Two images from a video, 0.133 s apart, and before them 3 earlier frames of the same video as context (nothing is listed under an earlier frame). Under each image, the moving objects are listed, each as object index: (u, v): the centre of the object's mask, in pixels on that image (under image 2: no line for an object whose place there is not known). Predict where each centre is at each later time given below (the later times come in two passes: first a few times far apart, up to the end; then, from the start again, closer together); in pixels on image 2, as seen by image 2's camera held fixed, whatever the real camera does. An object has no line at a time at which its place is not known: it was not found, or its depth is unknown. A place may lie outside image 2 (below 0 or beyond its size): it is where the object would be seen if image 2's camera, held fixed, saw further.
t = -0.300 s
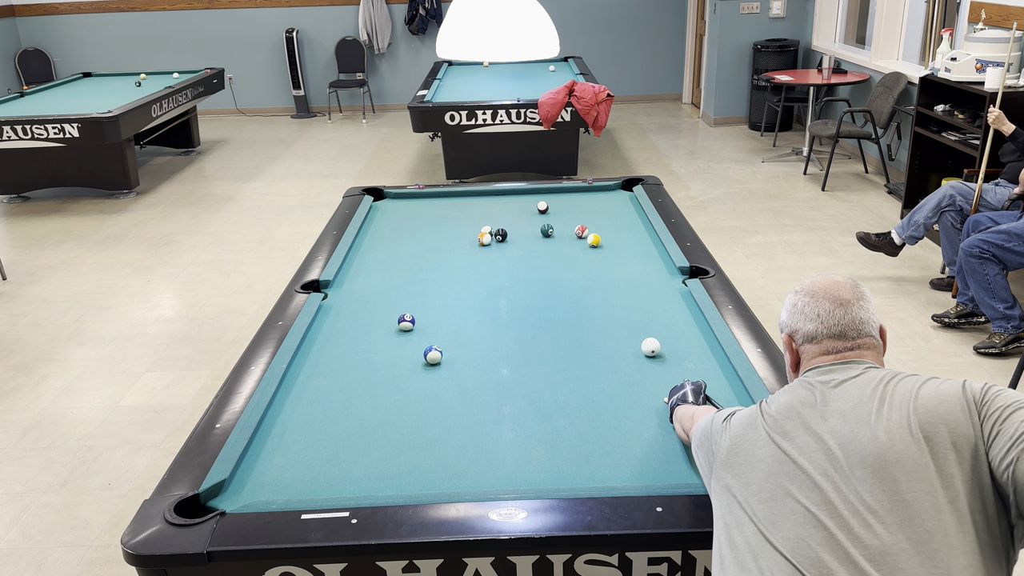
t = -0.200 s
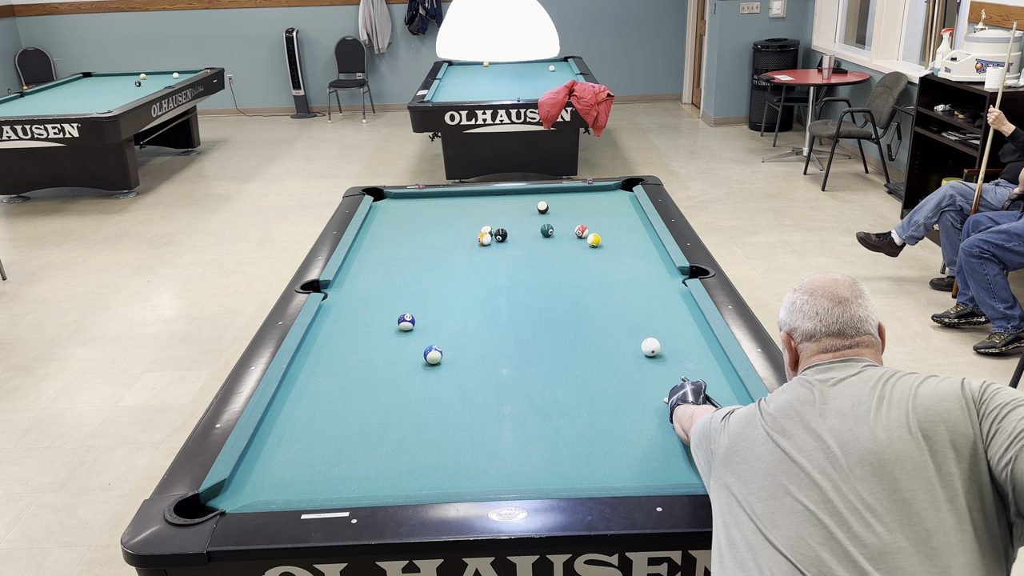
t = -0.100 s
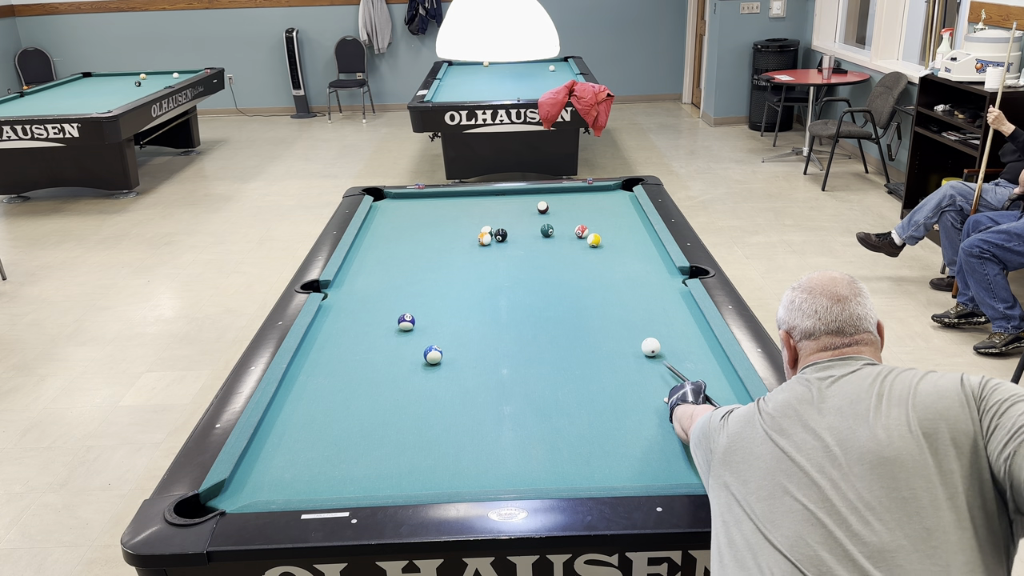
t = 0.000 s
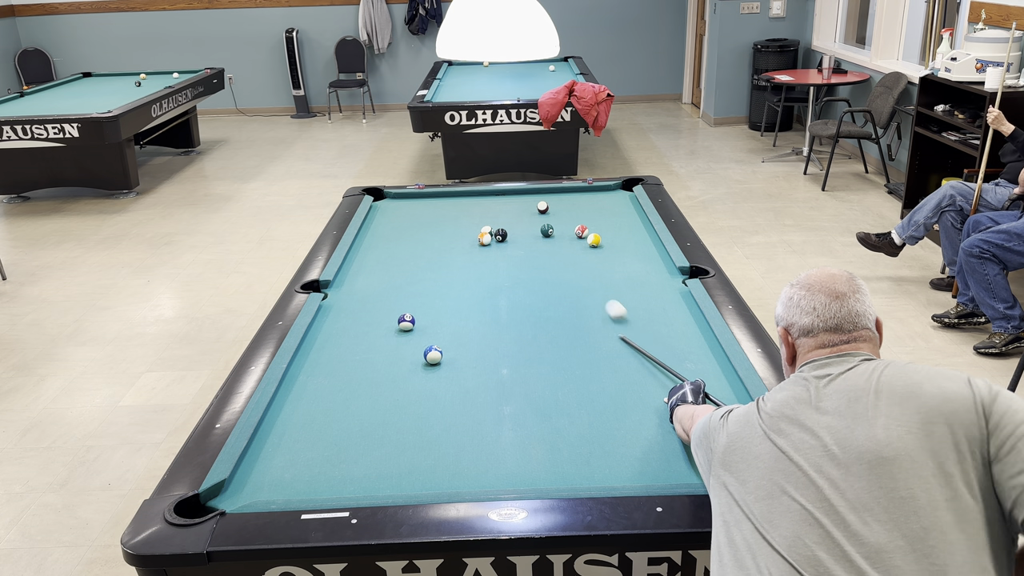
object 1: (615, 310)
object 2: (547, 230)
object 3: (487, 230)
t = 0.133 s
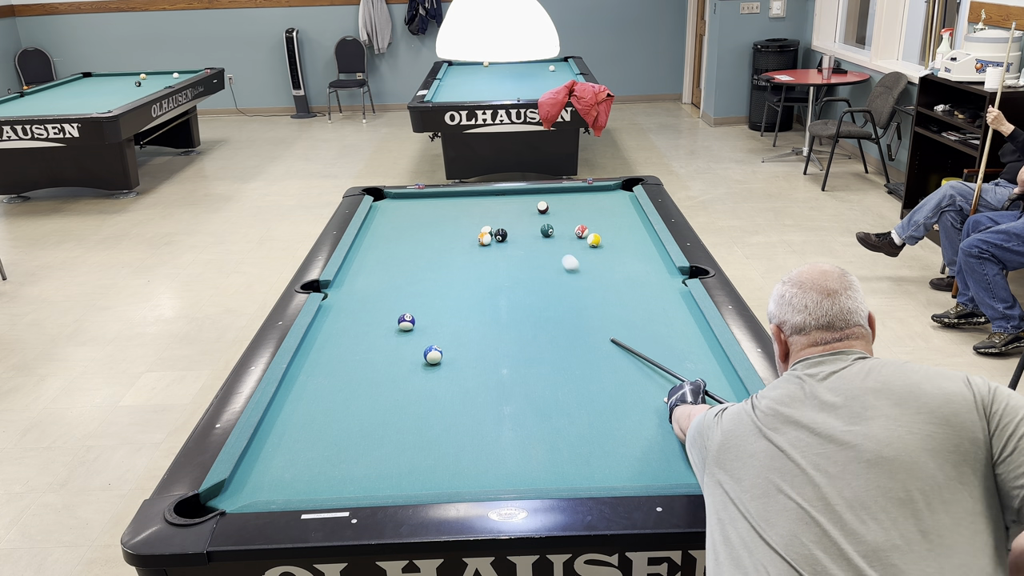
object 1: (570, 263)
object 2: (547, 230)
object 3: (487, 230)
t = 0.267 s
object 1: (536, 233)
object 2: (550, 227)
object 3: (487, 230)
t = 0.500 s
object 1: (482, 224)
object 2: (579, 199)
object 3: (470, 236)
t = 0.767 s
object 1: (448, 213)
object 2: (601, 194)
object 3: (440, 242)
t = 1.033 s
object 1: (418, 202)
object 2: (620, 206)
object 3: (409, 248)
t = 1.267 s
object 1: (394, 195)
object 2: (637, 218)
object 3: (382, 253)
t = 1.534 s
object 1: (392, 197)
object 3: (352, 260)
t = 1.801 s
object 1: (412, 195)
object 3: (362, 262)
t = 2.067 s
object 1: (426, 195)
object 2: (640, 257)
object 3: (374, 264)
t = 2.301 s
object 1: (438, 196)
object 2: (639, 270)
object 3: (384, 266)
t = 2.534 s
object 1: (449, 196)
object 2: (638, 282)
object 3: (393, 267)
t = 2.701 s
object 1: (457, 197)
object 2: (637, 292)
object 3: (398, 268)
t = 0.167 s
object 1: (561, 254)
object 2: (547, 230)
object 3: (487, 230)
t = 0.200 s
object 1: (553, 246)
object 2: (547, 230)
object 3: (487, 230)
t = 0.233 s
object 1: (546, 238)
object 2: (547, 228)
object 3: (487, 230)
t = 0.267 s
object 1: (536, 233)
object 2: (550, 227)
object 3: (487, 230)
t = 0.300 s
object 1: (524, 232)
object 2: (555, 223)
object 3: (487, 230)
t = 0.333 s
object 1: (513, 231)
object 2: (560, 218)
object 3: (487, 230)
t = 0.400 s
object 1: (494, 227)
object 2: (568, 210)
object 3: (482, 230)
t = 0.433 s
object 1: (491, 227)
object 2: (572, 206)
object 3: (477, 232)
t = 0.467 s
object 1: (487, 225)
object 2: (576, 203)
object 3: (473, 235)
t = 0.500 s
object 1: (482, 224)
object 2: (579, 199)
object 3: (470, 236)
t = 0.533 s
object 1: (477, 222)
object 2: (582, 196)
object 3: (467, 237)
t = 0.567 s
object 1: (473, 221)
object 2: (586, 193)
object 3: (463, 237)
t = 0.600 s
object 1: (469, 219)
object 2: (589, 190)
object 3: (459, 238)
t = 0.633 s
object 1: (465, 218)
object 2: (591, 188)
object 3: (455, 239)
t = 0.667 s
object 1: (460, 217)
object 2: (594, 189)
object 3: (451, 240)
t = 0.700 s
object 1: (456, 215)
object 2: (596, 191)
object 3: (448, 240)
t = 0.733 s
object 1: (452, 214)
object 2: (598, 193)
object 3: (444, 241)
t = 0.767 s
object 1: (448, 213)
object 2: (601, 194)
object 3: (440, 242)
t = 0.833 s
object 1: (440, 210)
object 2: (605, 198)
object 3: (432, 244)
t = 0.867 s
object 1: (437, 209)
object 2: (608, 199)
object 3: (428, 244)
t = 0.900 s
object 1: (433, 207)
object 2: (610, 200)
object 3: (424, 245)
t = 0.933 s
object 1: (429, 206)
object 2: (613, 202)
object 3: (420, 246)
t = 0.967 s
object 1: (425, 205)
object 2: (615, 203)
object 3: (417, 247)
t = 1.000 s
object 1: (422, 204)
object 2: (617, 205)
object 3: (413, 247)
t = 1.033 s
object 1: (418, 202)
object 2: (620, 206)
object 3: (409, 248)
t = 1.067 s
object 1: (415, 201)
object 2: (622, 208)
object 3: (405, 249)
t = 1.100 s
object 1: (411, 200)
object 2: (624, 210)
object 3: (401, 249)
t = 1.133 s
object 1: (408, 199)
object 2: (627, 211)
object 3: (397, 250)
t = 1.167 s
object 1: (404, 198)
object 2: (629, 213)
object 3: (394, 251)
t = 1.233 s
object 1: (398, 196)
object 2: (635, 216)
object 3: (386, 253)
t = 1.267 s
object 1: (394, 195)
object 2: (637, 218)
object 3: (382, 253)
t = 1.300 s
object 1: (389, 196)
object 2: (640, 219)
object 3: (379, 254)
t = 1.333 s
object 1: (384, 197)
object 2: (643, 221)
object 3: (375, 255)
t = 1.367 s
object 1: (379, 198)
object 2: (642, 220)
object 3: (372, 256)
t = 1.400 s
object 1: (380, 198)
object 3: (368, 256)
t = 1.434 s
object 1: (383, 197)
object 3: (364, 257)
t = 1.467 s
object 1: (386, 197)
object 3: (360, 258)
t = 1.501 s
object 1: (389, 197)
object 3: (356, 259)
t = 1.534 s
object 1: (392, 197)
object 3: (352, 260)
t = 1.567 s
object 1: (394, 197)
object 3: (349, 260)
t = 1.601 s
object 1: (397, 196)
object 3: (351, 261)
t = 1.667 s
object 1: (402, 196)
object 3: (355, 261)
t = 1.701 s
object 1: (405, 195)
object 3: (356, 262)
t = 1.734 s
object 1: (407, 195)
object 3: (358, 262)
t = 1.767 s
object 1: (410, 195)
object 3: (360, 262)
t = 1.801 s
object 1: (412, 195)
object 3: (362, 262)
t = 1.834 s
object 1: (414, 195)
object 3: (363, 262)
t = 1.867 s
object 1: (416, 195)
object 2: (639, 244)
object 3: (365, 262)
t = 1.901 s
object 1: (418, 195)
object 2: (641, 248)
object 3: (367, 263)
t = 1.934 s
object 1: (419, 195)
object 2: (641, 250)
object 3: (368, 263)
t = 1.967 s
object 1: (421, 195)
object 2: (641, 252)
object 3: (370, 263)
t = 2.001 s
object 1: (423, 195)
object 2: (640, 254)
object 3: (371, 264)
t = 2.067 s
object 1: (426, 195)
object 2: (640, 257)
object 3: (374, 264)
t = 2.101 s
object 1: (428, 196)
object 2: (640, 259)
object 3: (376, 265)
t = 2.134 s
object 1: (430, 196)
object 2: (640, 261)
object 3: (377, 265)
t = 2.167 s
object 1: (432, 196)
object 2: (640, 262)
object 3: (379, 265)
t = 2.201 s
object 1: (433, 196)
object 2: (639, 264)
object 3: (380, 265)
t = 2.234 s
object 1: (435, 196)
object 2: (639, 266)
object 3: (382, 265)
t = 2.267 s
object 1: (437, 196)
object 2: (639, 268)
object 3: (383, 266)
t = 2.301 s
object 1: (438, 196)
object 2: (639, 270)
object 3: (384, 266)
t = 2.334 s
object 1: (440, 196)
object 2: (639, 272)
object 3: (386, 266)
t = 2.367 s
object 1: (442, 196)
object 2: (639, 273)
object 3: (387, 266)
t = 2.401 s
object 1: (443, 196)
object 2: (638, 275)
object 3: (388, 267)
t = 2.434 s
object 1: (445, 196)
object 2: (638, 277)
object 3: (389, 267)
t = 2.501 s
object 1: (448, 196)
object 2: (638, 281)
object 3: (392, 267)
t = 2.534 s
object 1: (449, 196)
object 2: (638, 282)
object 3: (393, 267)
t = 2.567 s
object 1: (451, 197)
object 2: (638, 284)
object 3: (394, 268)
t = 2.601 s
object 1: (452, 196)
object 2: (637, 286)
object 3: (395, 268)
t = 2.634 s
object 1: (454, 197)
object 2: (637, 288)
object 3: (396, 268)
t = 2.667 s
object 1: (455, 197)
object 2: (637, 290)
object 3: (397, 268)
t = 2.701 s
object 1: (457, 197)
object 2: (637, 292)
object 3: (398, 268)
